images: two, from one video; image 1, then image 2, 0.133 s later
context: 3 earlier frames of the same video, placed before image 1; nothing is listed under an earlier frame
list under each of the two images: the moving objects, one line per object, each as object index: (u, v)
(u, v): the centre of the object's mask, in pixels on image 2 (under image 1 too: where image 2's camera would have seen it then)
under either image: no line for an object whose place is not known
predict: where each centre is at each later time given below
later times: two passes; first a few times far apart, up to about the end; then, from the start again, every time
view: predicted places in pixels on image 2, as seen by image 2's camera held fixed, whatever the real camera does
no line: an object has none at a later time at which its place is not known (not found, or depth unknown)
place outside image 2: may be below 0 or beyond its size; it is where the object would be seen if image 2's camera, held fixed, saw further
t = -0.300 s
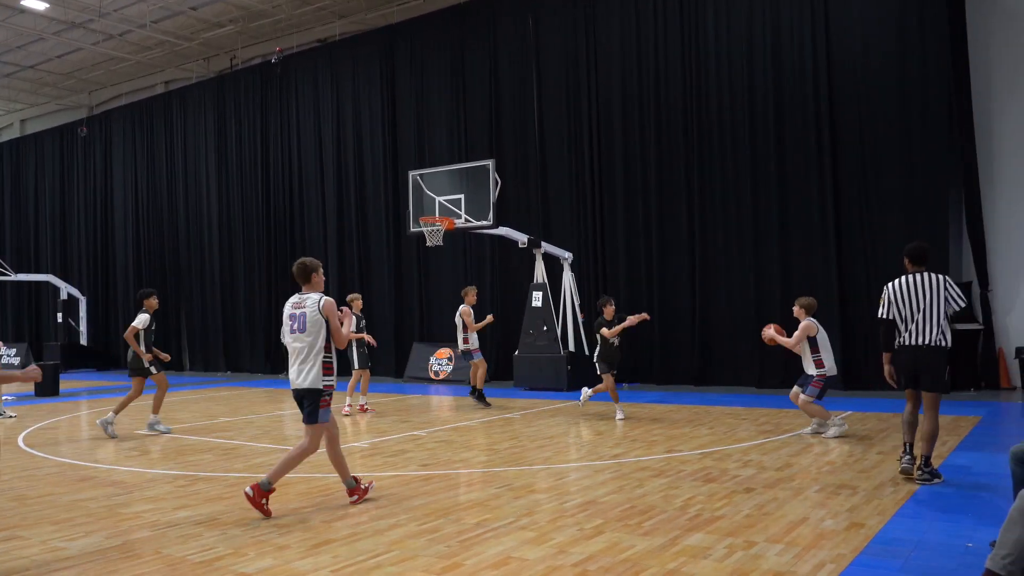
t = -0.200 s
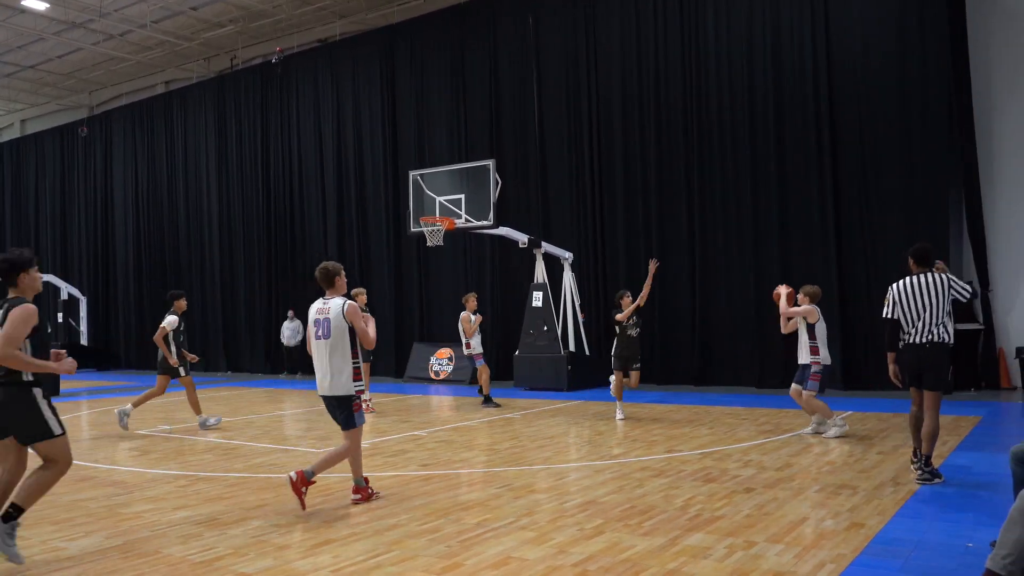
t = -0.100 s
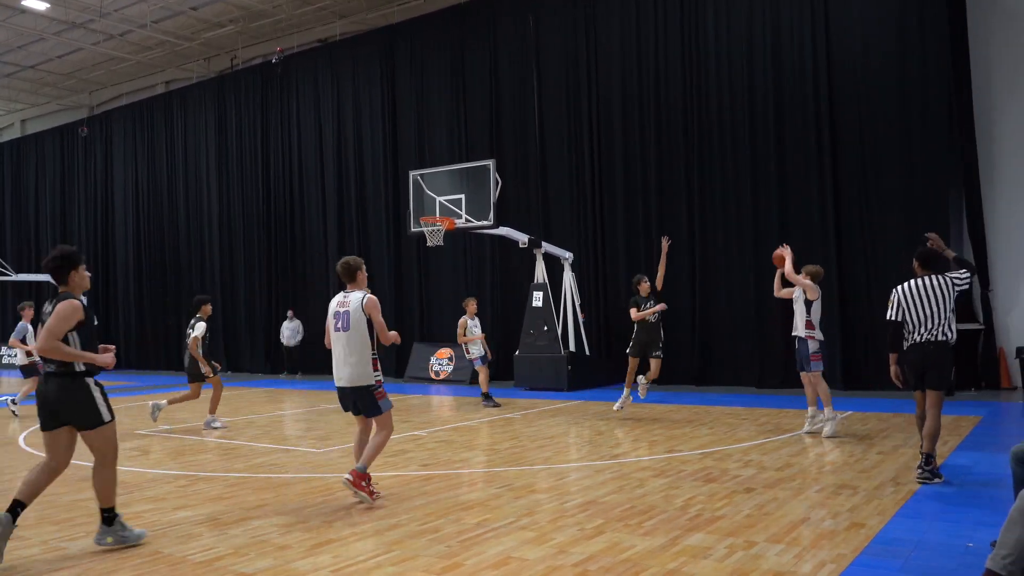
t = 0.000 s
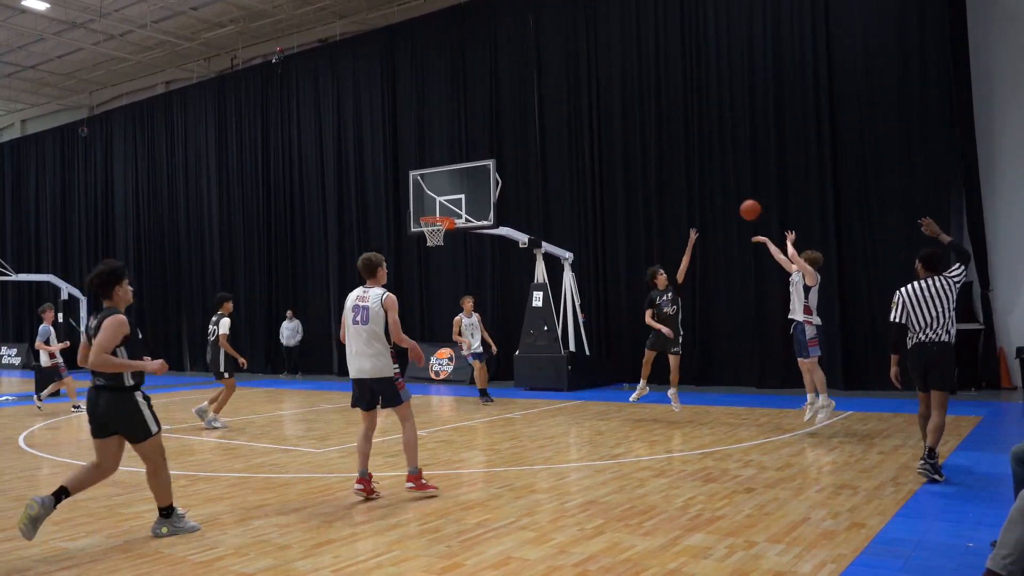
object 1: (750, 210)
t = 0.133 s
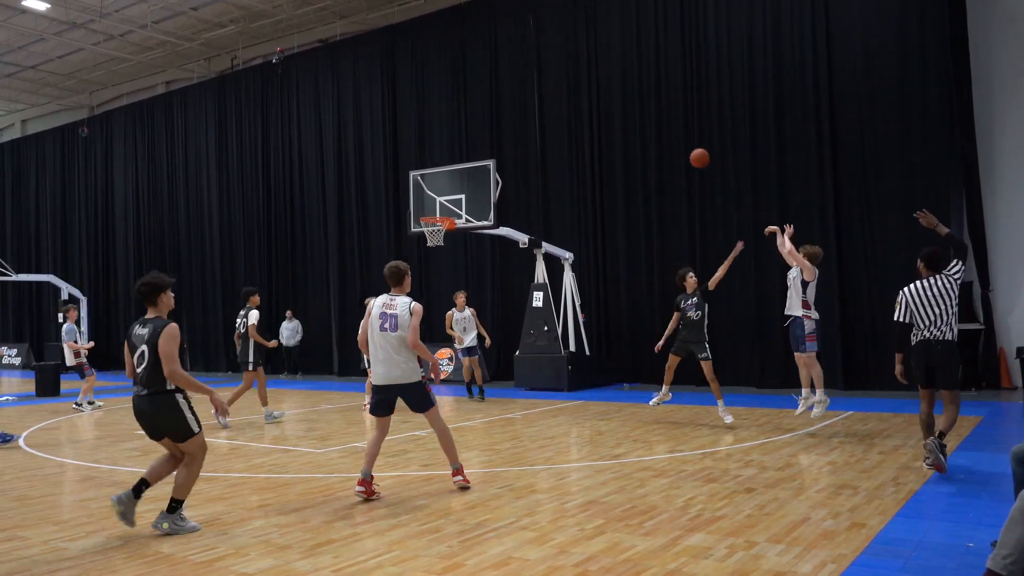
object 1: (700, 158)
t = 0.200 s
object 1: (676, 139)
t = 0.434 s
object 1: (602, 102)
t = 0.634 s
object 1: (549, 104)
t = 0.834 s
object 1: (502, 131)
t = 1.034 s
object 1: (461, 179)
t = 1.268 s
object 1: (426, 240)
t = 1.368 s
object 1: (419, 253)
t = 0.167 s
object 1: (688, 148)
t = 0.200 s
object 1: (676, 139)
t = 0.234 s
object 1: (665, 131)
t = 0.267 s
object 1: (653, 124)
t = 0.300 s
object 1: (643, 118)
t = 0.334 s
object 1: (632, 113)
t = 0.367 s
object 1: (622, 108)
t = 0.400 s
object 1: (612, 105)
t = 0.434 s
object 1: (602, 102)
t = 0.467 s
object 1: (593, 101)
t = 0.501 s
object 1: (584, 100)
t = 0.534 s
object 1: (574, 100)
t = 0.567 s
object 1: (566, 101)
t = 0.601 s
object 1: (557, 102)
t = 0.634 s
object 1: (549, 104)
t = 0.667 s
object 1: (540, 107)
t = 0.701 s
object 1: (532, 111)
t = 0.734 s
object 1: (524, 115)
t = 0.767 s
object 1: (517, 119)
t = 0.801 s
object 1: (509, 125)
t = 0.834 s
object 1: (502, 131)
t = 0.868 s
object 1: (494, 138)
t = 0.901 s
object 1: (487, 145)
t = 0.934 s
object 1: (480, 153)
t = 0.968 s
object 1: (474, 161)
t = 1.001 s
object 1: (467, 170)
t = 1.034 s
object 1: (461, 179)
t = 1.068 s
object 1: (455, 189)
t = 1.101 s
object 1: (448, 199)
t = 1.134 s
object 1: (442, 210)
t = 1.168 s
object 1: (435, 221)
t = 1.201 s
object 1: (429, 232)
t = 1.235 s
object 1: (428, 237)
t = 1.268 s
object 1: (426, 240)
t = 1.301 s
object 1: (423, 244)
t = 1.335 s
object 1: (421, 248)
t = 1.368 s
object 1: (419, 253)
